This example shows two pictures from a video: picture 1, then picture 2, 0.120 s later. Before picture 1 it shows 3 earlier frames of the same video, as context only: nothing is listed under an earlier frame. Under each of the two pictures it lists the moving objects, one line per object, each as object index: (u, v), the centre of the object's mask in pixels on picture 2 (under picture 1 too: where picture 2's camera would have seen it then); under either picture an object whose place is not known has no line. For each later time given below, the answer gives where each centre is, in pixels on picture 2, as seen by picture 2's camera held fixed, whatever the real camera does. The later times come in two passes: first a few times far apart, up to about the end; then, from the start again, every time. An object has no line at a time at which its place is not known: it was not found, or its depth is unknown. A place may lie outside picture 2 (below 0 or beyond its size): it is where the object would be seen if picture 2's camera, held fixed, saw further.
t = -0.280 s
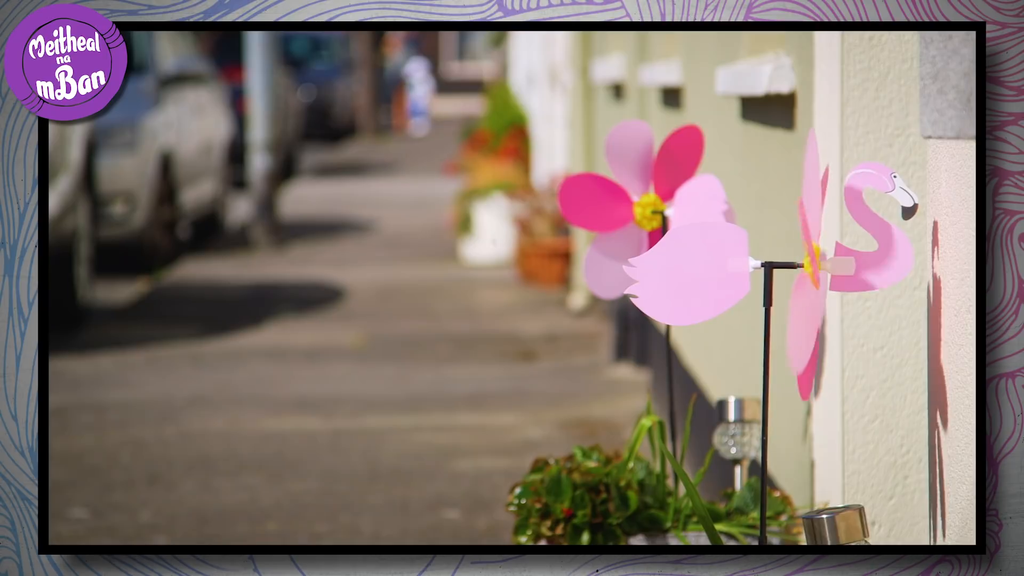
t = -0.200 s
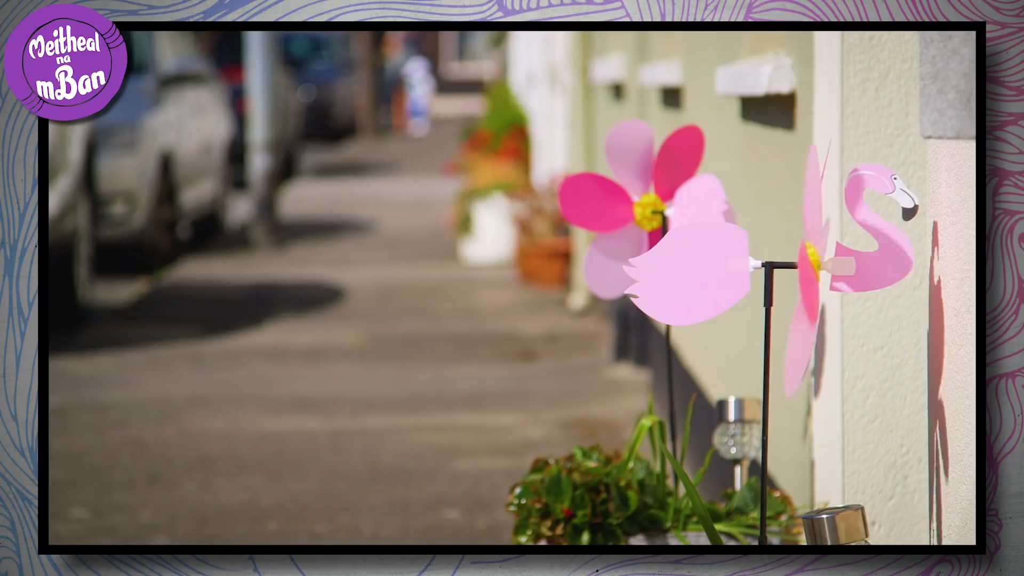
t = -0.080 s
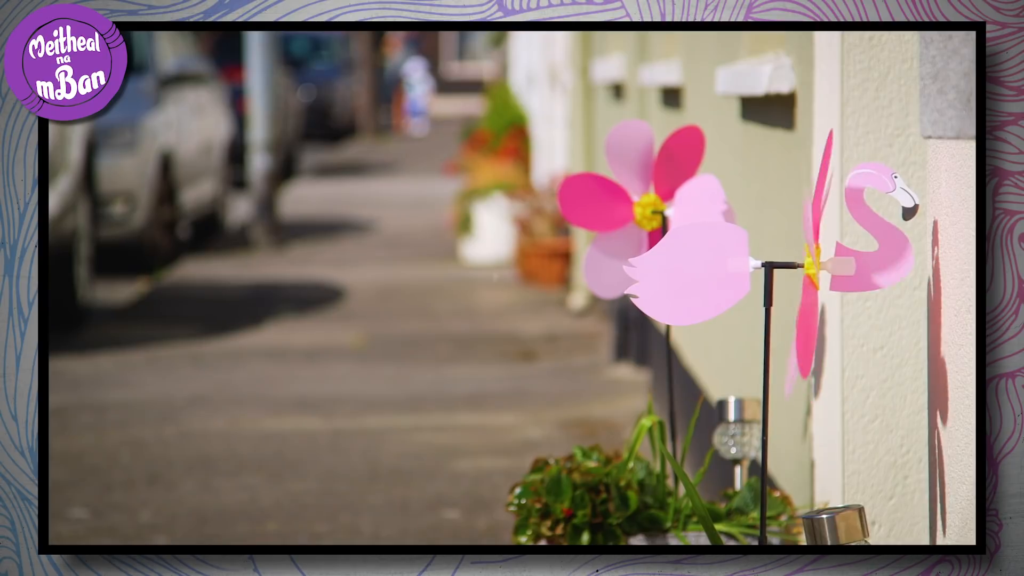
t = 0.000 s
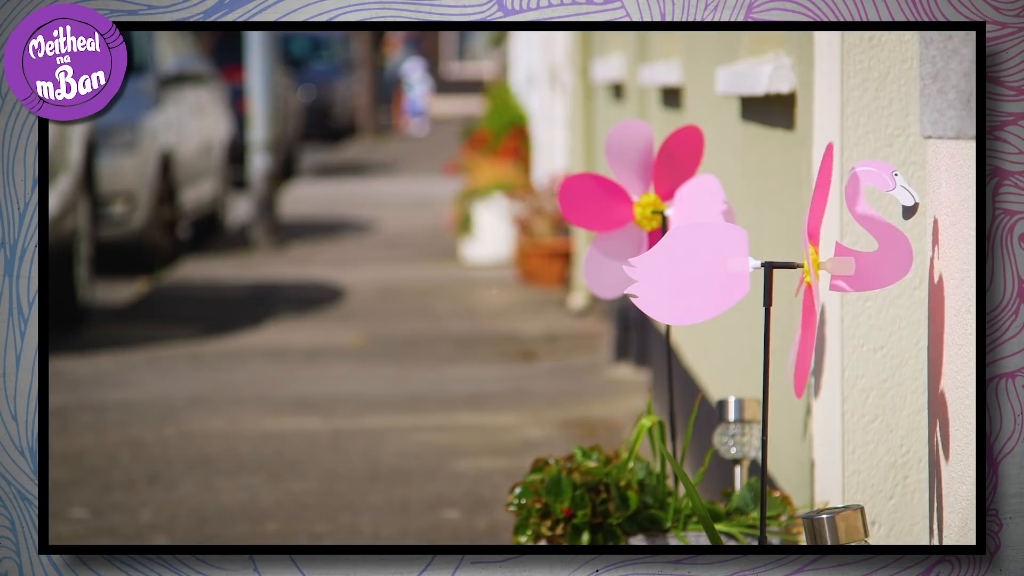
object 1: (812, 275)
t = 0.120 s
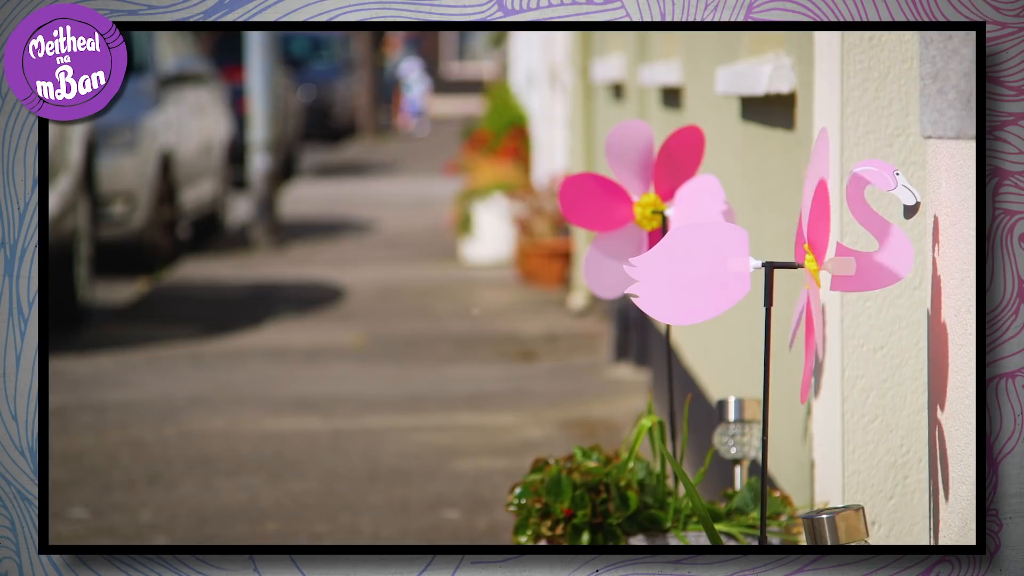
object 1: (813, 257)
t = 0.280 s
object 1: (811, 261)
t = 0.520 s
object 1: (809, 258)
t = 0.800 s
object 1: (808, 254)
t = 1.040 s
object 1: (811, 260)
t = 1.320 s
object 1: (811, 258)
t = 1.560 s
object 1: (808, 274)
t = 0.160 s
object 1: (812, 257)
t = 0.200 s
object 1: (811, 257)
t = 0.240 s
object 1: (811, 259)
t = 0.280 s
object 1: (811, 261)
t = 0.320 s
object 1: (811, 263)
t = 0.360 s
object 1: (811, 262)
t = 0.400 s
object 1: (810, 261)
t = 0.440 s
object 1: (809, 259)
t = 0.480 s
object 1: (809, 258)
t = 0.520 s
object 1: (809, 258)
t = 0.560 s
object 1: (808, 257)
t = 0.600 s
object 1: (808, 257)
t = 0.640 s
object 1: (808, 253)
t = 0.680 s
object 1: (808, 253)
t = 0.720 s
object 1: (808, 253)
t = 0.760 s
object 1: (808, 253)
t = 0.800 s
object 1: (808, 254)
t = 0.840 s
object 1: (809, 254)
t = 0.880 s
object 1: (810, 254)
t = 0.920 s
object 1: (810, 255)
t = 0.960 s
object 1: (810, 256)
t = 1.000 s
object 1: (811, 257)
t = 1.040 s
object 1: (811, 260)
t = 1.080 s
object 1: (811, 261)
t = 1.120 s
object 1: (811, 260)
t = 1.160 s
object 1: (811, 258)
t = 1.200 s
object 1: (811, 255)
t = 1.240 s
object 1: (811, 254)
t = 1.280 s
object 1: (811, 256)
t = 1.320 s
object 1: (811, 258)
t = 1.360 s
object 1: (810, 262)
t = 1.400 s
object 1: (810, 266)
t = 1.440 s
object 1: (809, 268)
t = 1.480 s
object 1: (809, 270)
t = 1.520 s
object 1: (808, 272)
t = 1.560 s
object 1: (808, 274)
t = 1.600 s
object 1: (807, 277)
